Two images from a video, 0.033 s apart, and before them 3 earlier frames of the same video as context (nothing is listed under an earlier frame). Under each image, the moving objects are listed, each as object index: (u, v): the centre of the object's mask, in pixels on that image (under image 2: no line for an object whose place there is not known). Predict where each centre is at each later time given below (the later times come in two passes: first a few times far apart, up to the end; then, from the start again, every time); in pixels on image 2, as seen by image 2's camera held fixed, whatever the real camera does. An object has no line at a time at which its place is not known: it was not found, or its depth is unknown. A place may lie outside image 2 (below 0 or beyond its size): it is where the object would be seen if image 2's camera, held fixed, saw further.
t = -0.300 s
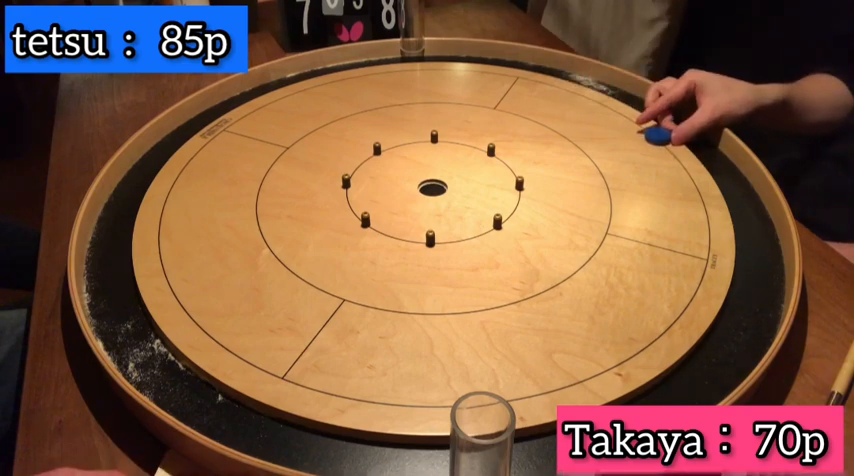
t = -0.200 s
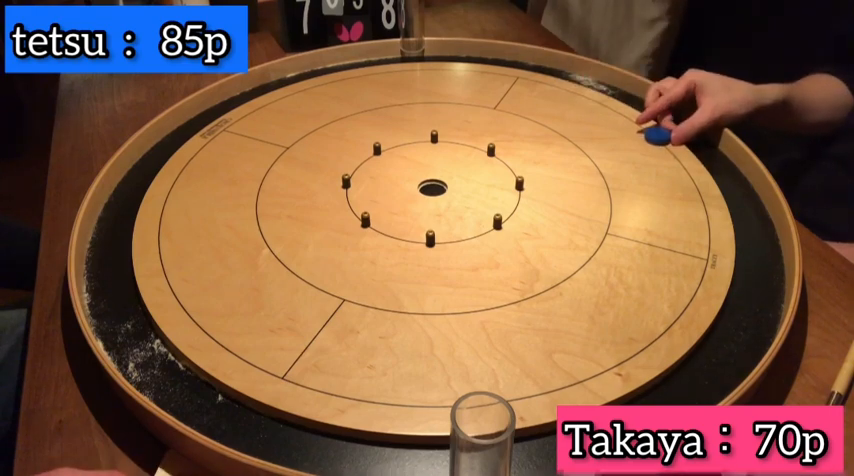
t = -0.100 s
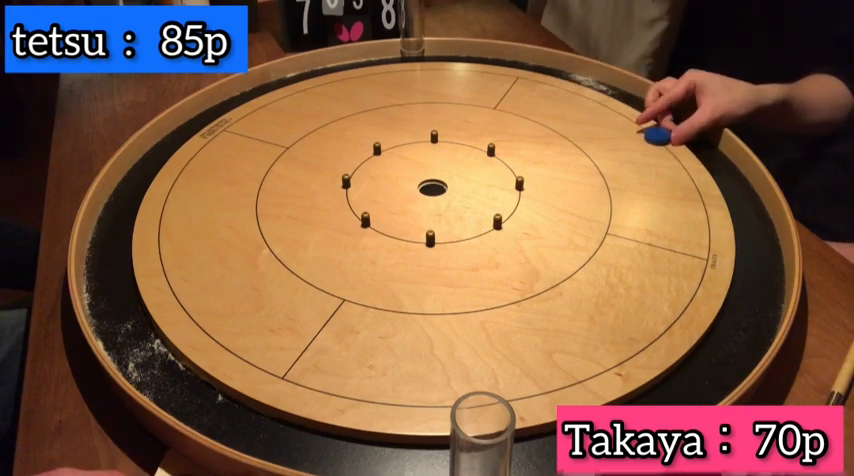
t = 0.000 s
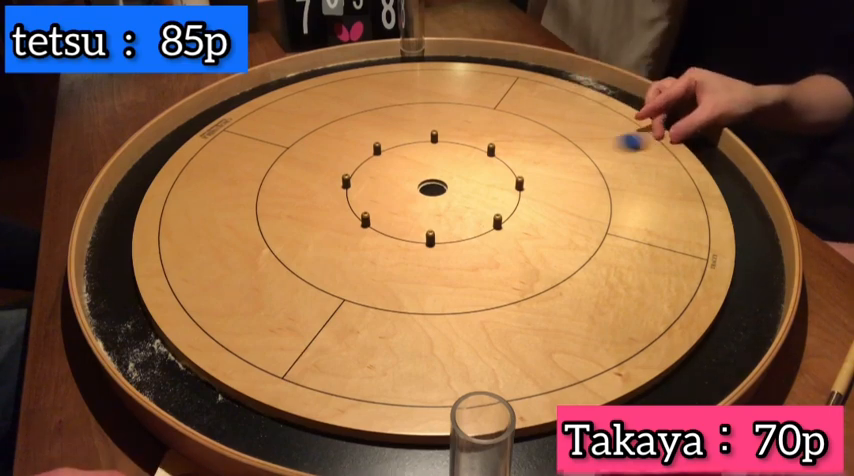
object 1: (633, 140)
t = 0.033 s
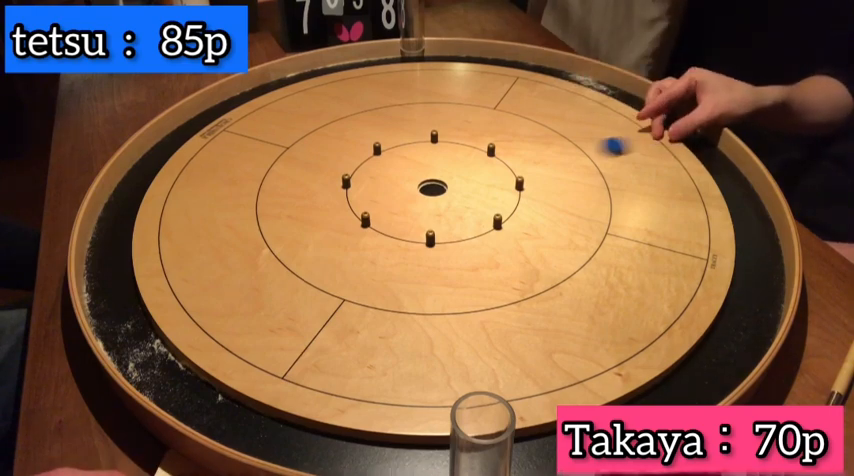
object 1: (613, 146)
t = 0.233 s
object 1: (524, 167)
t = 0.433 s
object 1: (461, 182)
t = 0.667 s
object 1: (433, 186)
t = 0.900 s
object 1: (432, 186)
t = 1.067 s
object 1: (432, 186)
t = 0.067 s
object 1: (596, 150)
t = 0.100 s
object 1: (581, 153)
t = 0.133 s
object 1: (565, 158)
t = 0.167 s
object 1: (551, 161)
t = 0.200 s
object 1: (536, 164)
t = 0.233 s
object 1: (524, 167)
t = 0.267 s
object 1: (511, 170)
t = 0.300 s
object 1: (500, 174)
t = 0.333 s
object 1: (488, 176)
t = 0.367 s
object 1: (479, 178)
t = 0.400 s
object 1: (469, 180)
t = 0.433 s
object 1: (461, 182)
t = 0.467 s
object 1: (454, 184)
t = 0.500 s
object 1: (448, 185)
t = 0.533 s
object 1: (444, 186)
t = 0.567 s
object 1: (437, 186)
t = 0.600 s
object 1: (436, 187)
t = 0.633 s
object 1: (434, 186)
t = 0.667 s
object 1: (433, 186)
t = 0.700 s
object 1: (432, 186)
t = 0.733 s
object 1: (432, 186)
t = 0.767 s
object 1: (433, 186)
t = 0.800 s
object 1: (432, 186)
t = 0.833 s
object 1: (432, 186)
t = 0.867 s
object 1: (433, 186)
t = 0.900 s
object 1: (432, 186)
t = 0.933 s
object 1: (432, 186)
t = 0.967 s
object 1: (432, 186)
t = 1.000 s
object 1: (432, 186)
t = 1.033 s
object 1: (432, 186)
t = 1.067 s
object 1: (432, 186)
